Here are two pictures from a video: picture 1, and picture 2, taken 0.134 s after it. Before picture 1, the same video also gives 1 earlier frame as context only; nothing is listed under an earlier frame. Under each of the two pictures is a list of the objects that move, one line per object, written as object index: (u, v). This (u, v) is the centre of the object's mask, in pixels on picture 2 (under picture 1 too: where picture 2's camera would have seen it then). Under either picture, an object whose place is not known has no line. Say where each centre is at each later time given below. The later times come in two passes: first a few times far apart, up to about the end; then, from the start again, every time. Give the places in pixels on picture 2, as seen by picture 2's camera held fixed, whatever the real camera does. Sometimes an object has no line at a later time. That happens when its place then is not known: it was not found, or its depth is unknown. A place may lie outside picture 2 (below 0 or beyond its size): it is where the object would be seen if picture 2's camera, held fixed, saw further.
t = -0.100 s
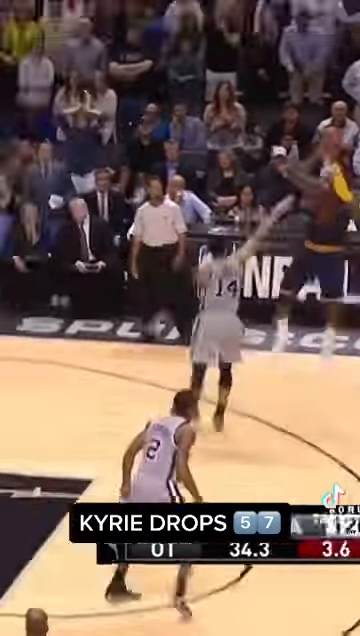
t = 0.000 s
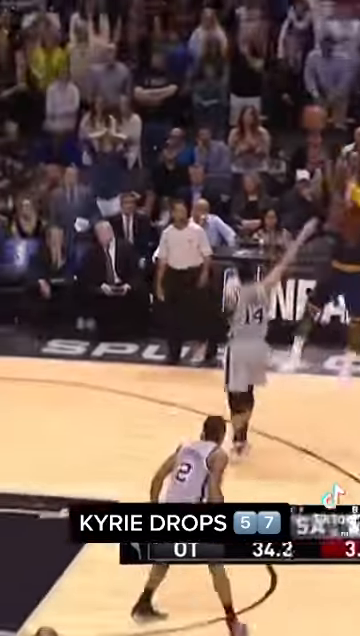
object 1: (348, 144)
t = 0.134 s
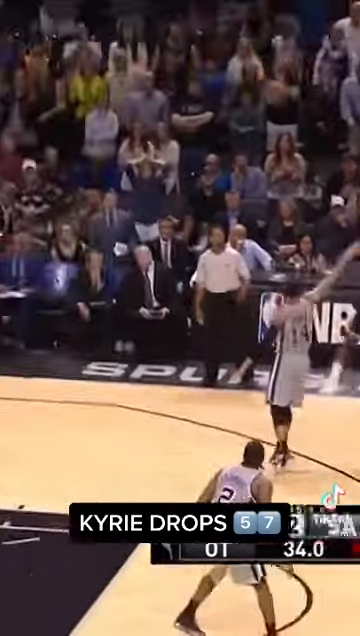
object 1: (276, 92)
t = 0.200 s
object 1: (243, 76)
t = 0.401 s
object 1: (122, 36)
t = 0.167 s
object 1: (255, 82)
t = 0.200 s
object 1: (243, 76)
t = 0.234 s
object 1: (215, 63)
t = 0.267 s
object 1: (200, 58)
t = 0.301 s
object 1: (181, 53)
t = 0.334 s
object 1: (163, 47)
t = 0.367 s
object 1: (139, 35)
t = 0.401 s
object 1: (122, 36)
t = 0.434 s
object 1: (102, 32)
